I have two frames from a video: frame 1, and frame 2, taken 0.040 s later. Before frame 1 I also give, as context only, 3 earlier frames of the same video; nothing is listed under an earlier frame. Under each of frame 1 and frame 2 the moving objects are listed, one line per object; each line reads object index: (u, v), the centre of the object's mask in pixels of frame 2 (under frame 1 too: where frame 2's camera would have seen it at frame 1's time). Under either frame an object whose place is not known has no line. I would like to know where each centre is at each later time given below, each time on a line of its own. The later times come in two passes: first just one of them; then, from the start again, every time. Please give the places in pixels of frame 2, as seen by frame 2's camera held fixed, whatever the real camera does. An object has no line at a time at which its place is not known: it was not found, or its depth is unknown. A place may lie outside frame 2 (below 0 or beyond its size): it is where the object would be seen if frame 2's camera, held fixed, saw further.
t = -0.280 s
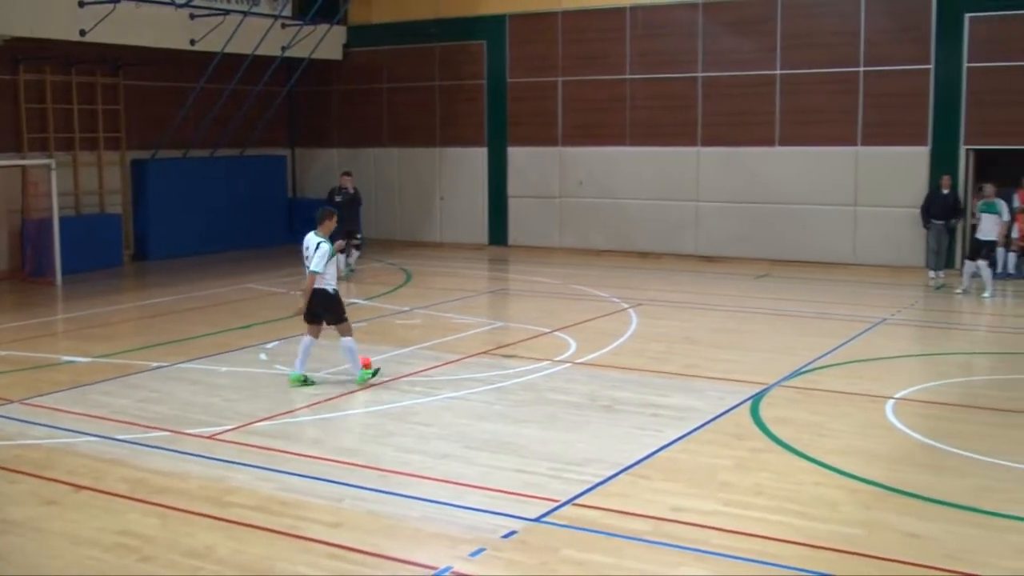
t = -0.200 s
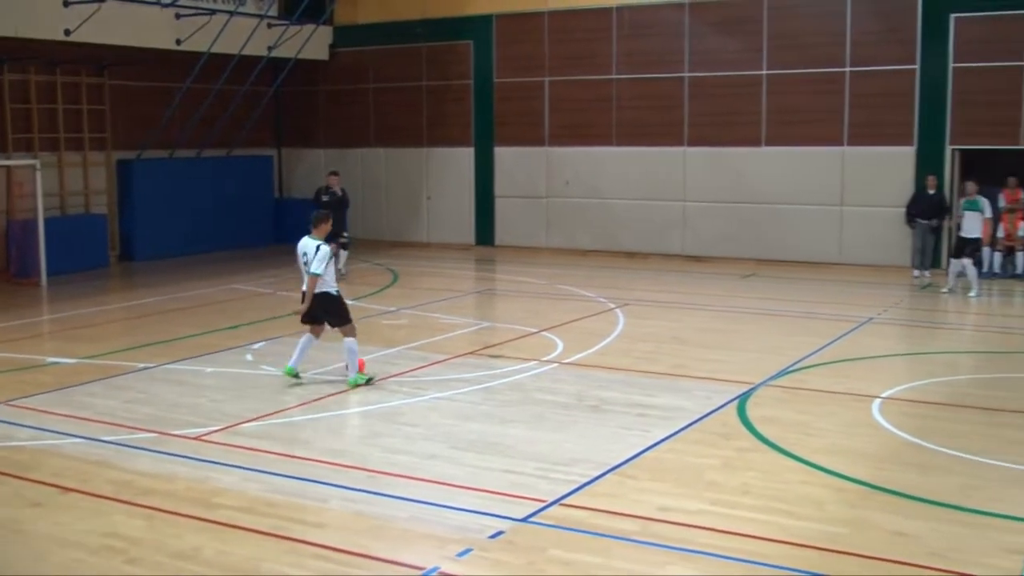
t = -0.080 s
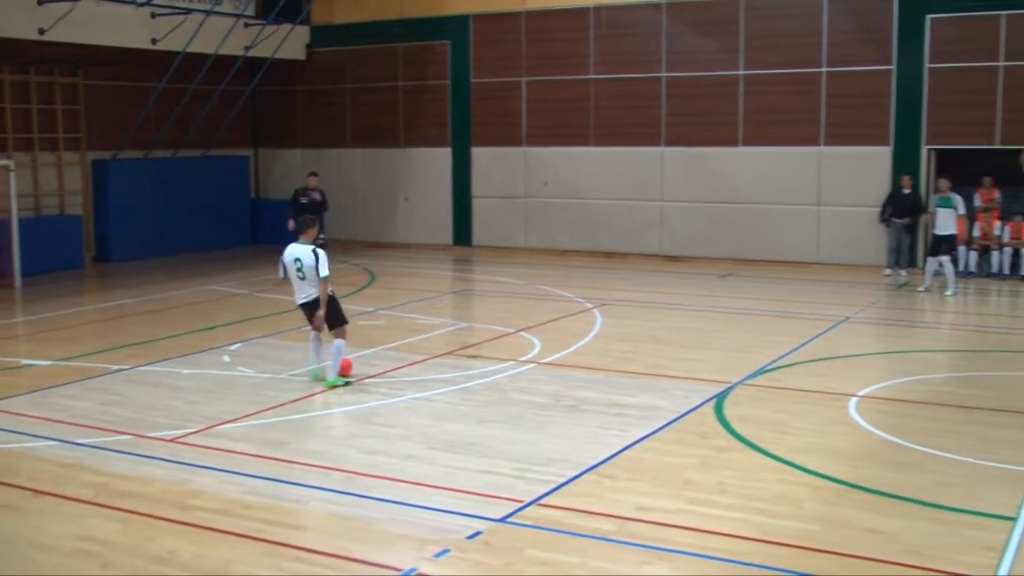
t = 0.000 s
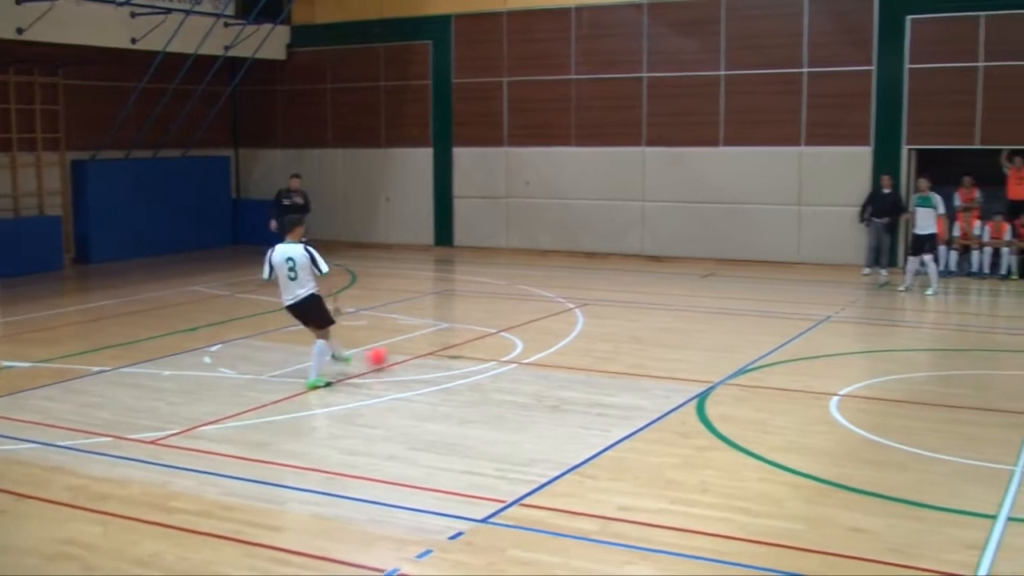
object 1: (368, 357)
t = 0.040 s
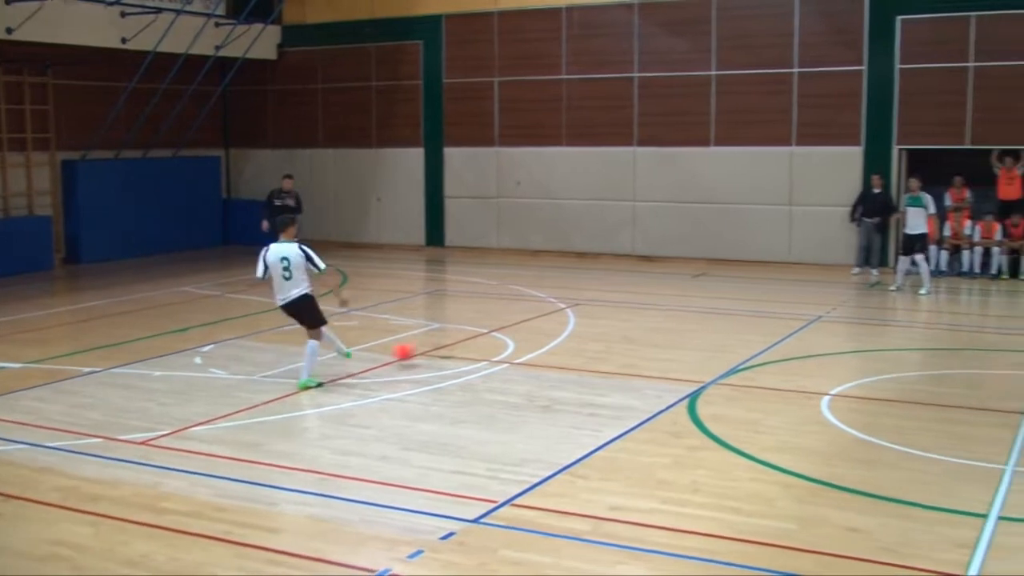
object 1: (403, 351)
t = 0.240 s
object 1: (556, 337)
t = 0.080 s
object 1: (437, 348)
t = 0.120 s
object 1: (470, 346)
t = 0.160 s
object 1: (501, 346)
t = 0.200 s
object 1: (531, 342)
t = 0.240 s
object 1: (556, 337)
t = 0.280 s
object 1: (582, 335)
